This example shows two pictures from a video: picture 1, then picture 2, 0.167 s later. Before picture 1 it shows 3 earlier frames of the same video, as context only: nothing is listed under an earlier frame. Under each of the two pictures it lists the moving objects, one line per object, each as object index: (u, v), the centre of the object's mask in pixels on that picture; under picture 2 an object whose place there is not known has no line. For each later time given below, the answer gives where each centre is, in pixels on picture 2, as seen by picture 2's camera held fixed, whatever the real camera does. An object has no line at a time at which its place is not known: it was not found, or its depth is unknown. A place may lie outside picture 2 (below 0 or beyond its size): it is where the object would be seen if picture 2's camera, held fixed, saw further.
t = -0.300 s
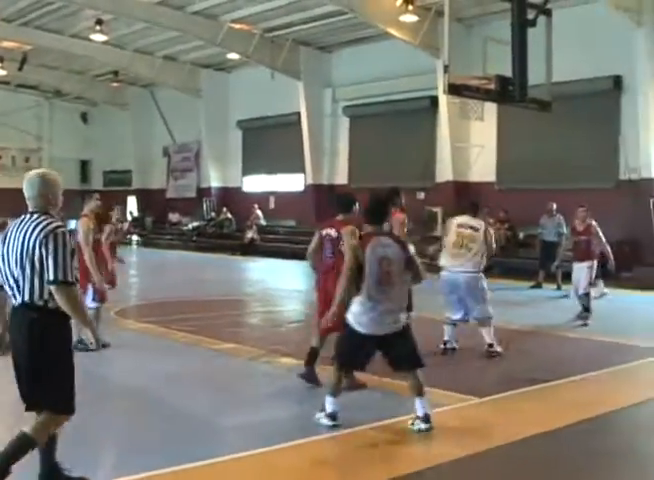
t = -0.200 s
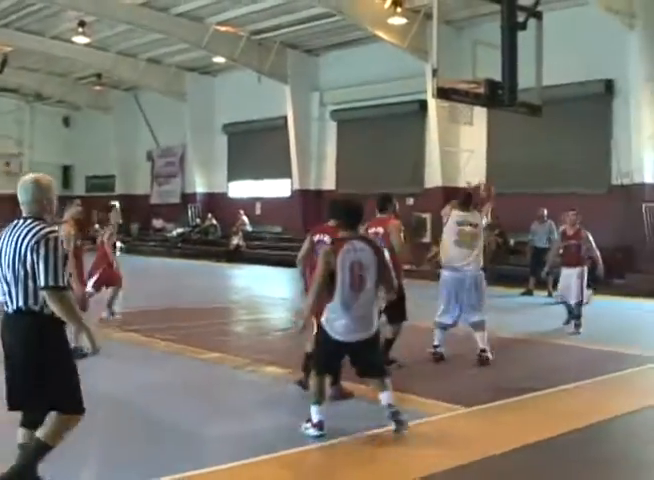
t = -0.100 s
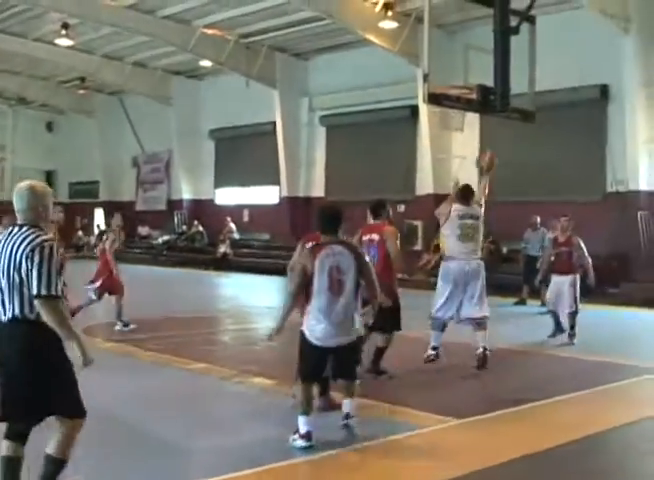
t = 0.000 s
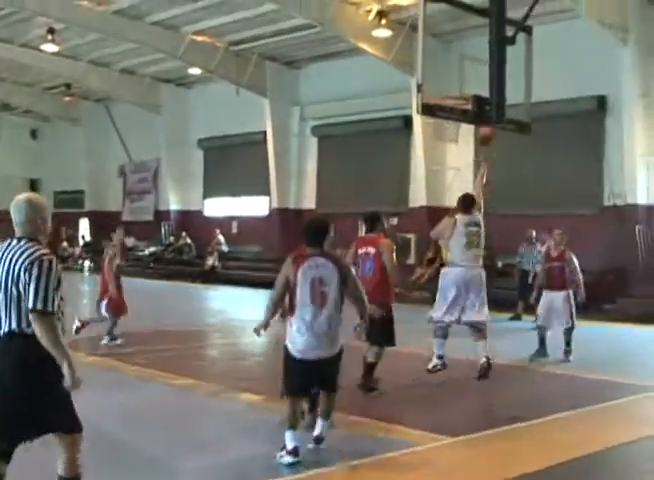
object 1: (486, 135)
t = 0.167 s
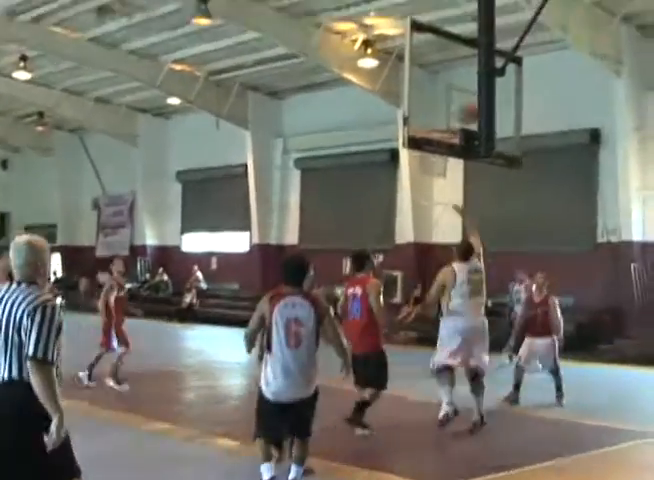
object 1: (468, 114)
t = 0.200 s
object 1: (467, 105)
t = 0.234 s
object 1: (466, 96)
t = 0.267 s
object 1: (465, 91)
